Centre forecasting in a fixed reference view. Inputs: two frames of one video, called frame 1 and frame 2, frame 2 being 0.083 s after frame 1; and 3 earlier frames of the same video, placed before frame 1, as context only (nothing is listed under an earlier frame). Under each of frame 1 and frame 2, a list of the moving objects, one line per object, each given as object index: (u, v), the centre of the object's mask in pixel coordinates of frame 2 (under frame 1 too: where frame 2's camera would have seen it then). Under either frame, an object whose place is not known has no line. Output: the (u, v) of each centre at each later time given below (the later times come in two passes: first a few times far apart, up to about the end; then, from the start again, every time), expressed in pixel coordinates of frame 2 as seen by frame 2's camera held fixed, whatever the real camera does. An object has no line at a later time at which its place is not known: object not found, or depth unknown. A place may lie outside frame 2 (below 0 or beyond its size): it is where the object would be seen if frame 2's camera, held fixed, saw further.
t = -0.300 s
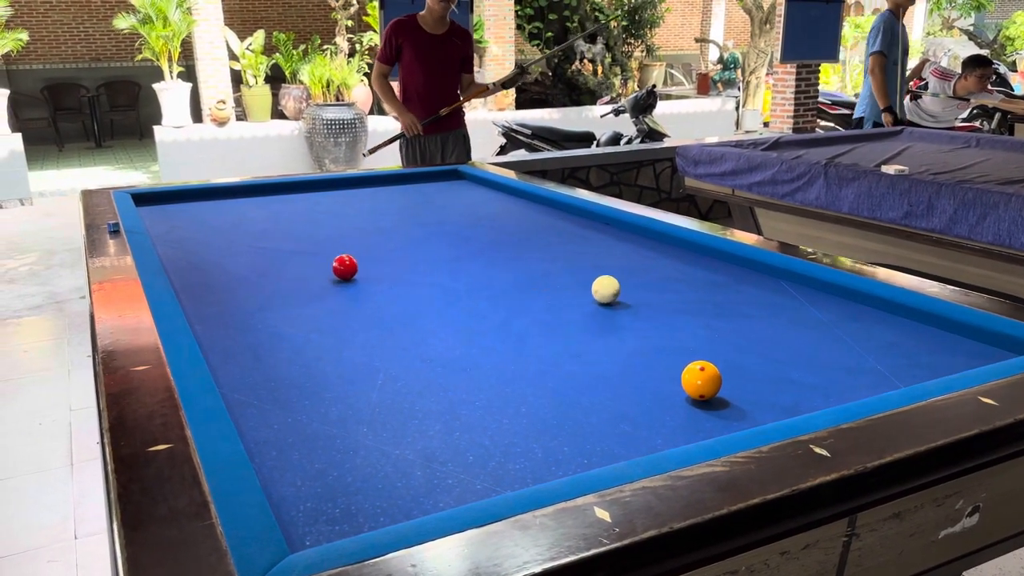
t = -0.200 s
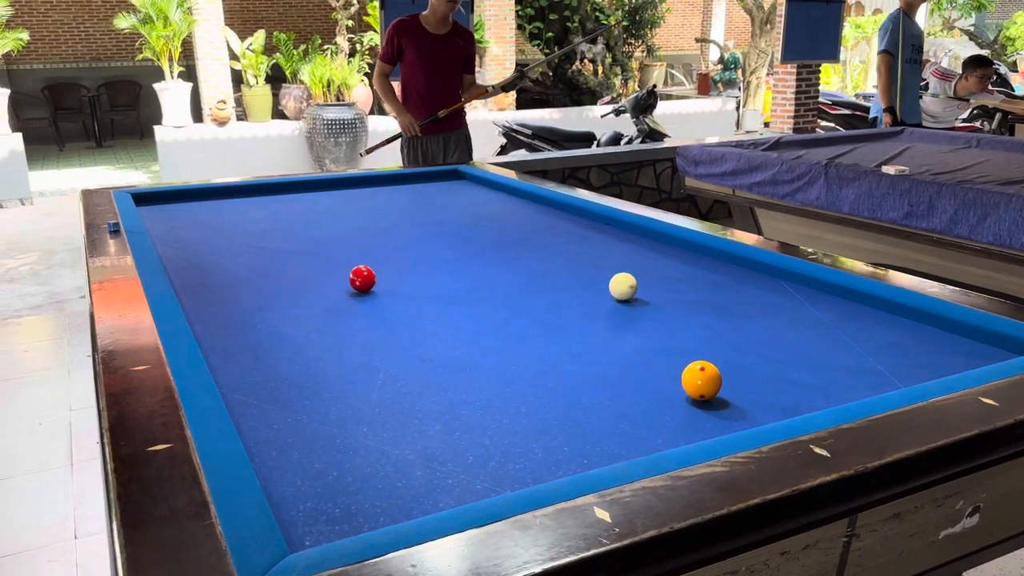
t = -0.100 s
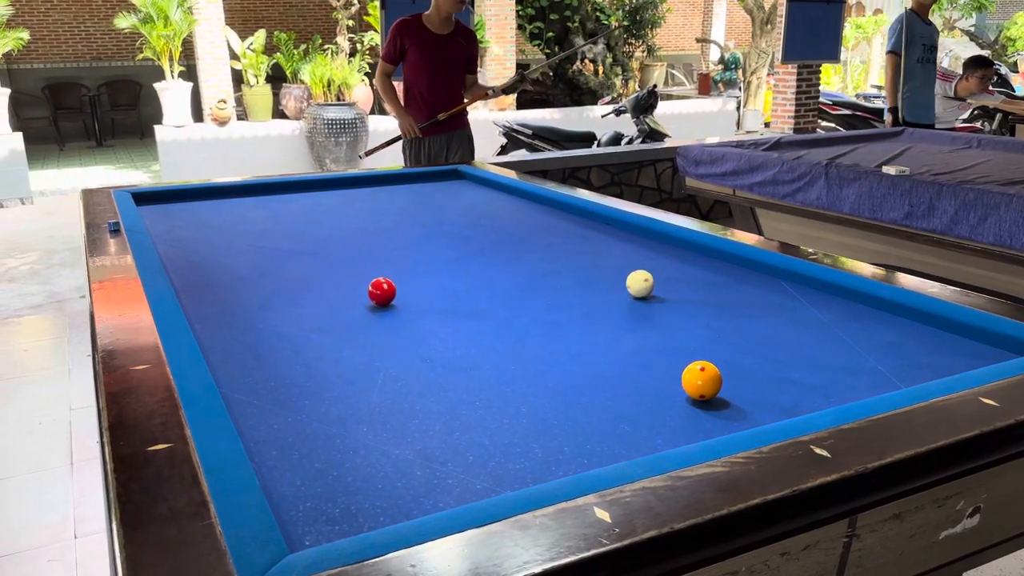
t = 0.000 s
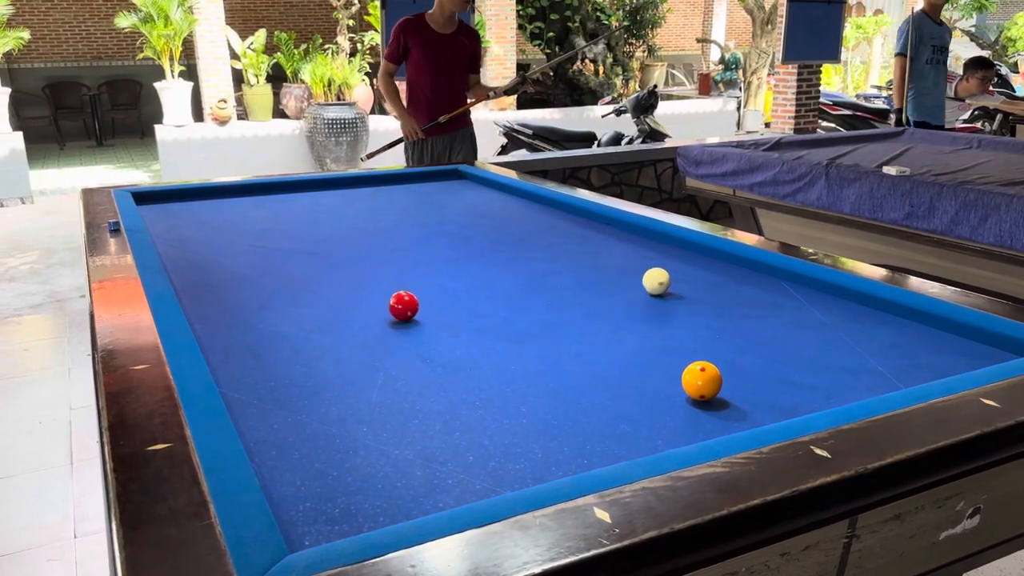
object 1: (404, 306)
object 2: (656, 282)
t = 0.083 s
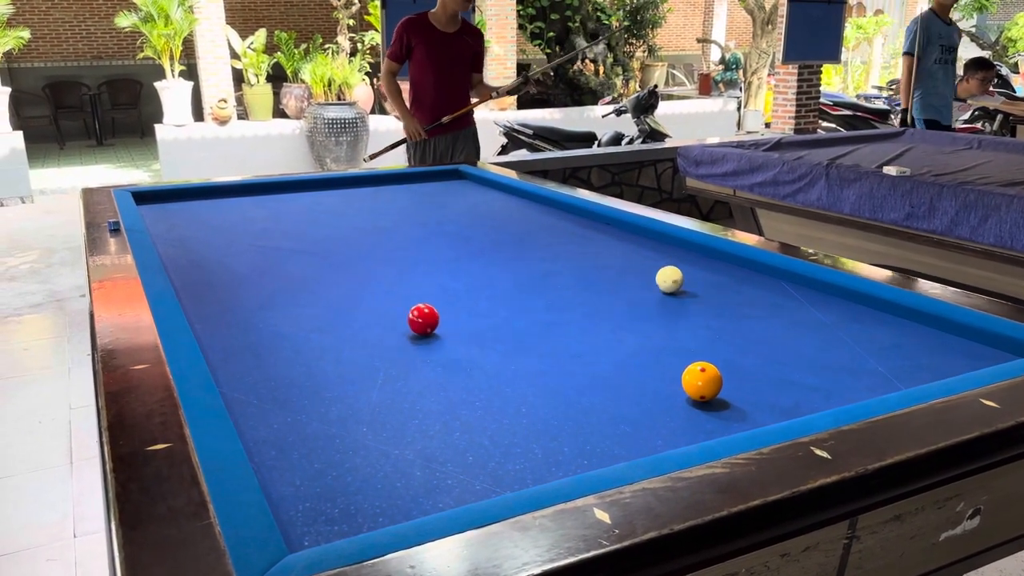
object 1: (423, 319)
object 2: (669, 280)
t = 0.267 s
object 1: (475, 354)
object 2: (697, 275)
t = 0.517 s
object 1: (570, 419)
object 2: (732, 269)
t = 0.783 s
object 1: (574, 417)
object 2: (748, 268)
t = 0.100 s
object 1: (427, 322)
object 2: (672, 279)
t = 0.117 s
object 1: (432, 325)
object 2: (674, 279)
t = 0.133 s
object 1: (436, 328)
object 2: (677, 278)
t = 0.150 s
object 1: (441, 331)
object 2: (679, 278)
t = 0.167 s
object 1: (445, 334)
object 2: (682, 277)
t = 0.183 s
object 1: (450, 337)
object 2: (684, 277)
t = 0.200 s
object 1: (455, 340)
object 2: (687, 277)
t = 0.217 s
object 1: (459, 344)
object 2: (689, 276)
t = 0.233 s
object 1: (464, 348)
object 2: (692, 276)
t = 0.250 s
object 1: (470, 351)
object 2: (695, 275)
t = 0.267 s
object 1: (475, 354)
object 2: (697, 275)
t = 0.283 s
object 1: (480, 358)
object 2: (699, 275)
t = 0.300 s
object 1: (485, 361)
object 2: (702, 274)
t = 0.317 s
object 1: (491, 365)
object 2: (704, 274)
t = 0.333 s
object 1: (497, 369)
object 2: (707, 274)
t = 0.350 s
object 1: (503, 373)
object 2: (709, 273)
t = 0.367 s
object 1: (509, 377)
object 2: (711, 273)
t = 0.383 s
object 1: (515, 381)
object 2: (714, 272)
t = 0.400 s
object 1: (521, 386)
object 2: (716, 272)
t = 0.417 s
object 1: (527, 390)
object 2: (718, 271)
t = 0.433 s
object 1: (534, 395)
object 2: (721, 271)
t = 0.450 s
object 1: (541, 399)
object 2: (723, 271)
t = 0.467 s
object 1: (548, 404)
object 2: (725, 270)
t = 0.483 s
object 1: (555, 409)
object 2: (728, 270)
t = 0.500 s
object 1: (563, 414)
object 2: (730, 269)
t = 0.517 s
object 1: (570, 419)
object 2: (732, 269)
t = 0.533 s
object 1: (578, 425)
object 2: (734, 269)
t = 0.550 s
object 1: (586, 430)
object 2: (737, 268)
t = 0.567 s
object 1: (594, 436)
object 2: (739, 268)
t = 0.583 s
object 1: (603, 441)
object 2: (741, 268)
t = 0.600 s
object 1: (611, 446)
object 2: (744, 267)
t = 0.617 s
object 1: (619, 448)
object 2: (746, 267)
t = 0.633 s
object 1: (623, 449)
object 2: (748, 267)
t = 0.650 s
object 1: (617, 447)
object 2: (750, 266)
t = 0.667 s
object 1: (610, 444)
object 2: (753, 266)
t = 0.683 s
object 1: (605, 441)
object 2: (753, 266)
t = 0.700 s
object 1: (599, 436)
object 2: (752, 266)
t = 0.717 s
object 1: (593, 432)
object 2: (751, 267)
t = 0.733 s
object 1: (588, 428)
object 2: (750, 267)
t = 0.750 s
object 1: (583, 424)
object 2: (749, 268)
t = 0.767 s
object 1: (578, 420)
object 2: (748, 268)
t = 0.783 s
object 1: (574, 417)
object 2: (748, 268)
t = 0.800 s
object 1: (570, 413)
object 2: (748, 269)
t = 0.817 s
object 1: (566, 410)
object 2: (747, 269)
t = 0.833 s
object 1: (562, 407)
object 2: (747, 269)
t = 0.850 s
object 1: (558, 404)
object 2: (746, 270)
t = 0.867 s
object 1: (555, 401)
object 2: (746, 270)
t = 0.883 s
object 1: (552, 399)
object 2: (745, 271)
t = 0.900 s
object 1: (548, 396)
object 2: (745, 271)
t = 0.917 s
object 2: (744, 271)
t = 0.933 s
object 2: (744, 271)
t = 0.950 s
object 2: (743, 272)
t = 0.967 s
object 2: (743, 272)
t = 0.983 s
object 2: (743, 272)
